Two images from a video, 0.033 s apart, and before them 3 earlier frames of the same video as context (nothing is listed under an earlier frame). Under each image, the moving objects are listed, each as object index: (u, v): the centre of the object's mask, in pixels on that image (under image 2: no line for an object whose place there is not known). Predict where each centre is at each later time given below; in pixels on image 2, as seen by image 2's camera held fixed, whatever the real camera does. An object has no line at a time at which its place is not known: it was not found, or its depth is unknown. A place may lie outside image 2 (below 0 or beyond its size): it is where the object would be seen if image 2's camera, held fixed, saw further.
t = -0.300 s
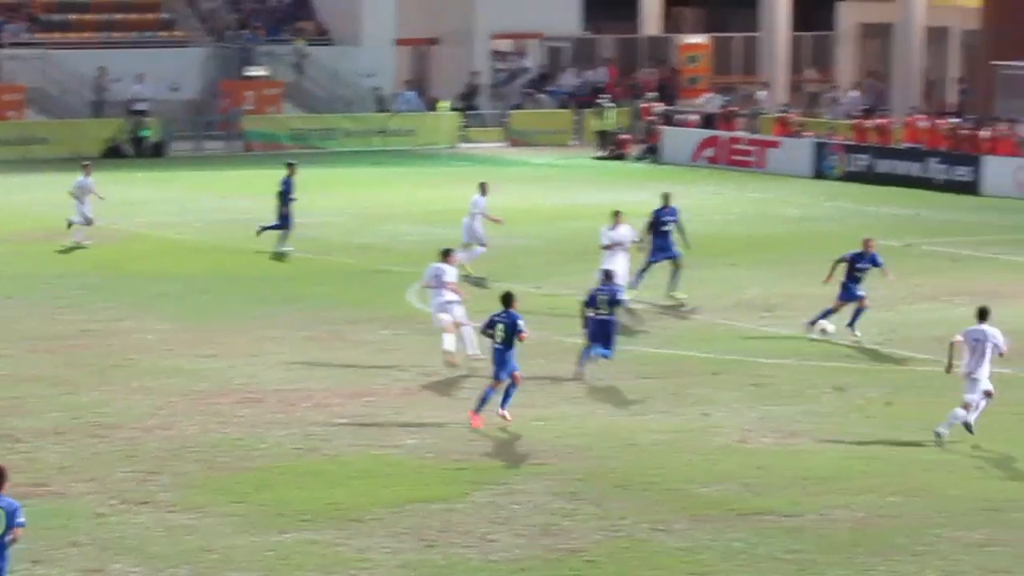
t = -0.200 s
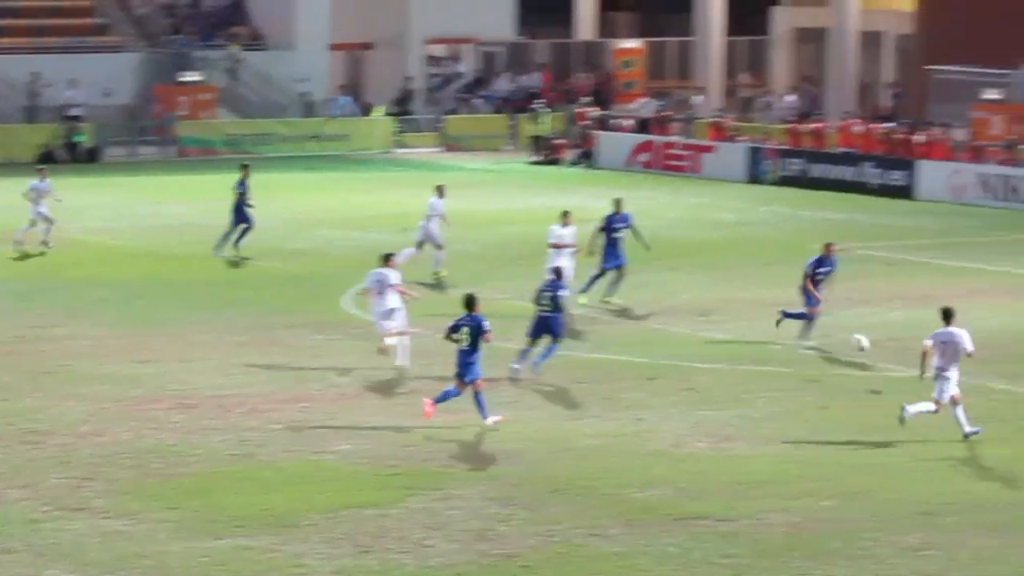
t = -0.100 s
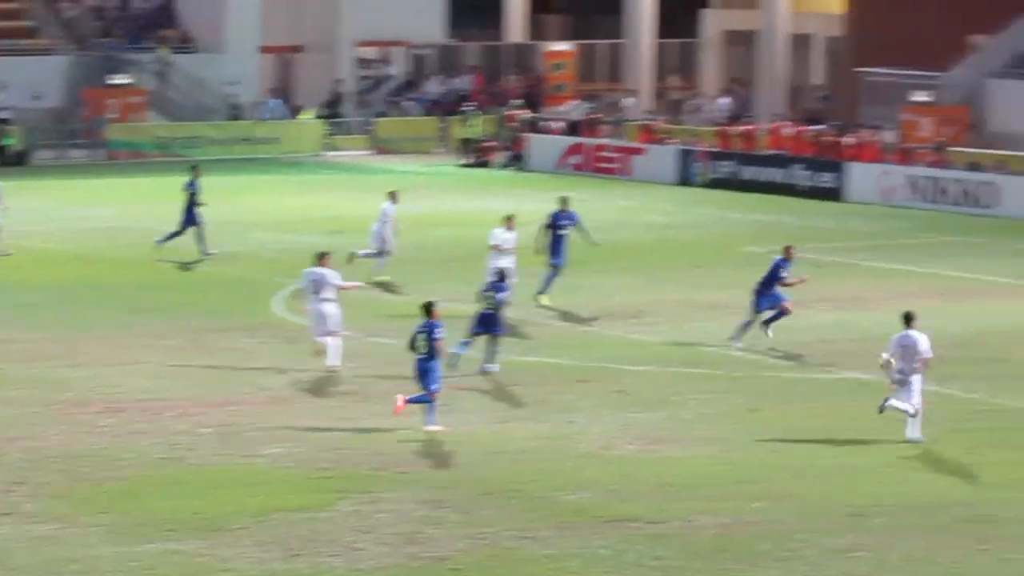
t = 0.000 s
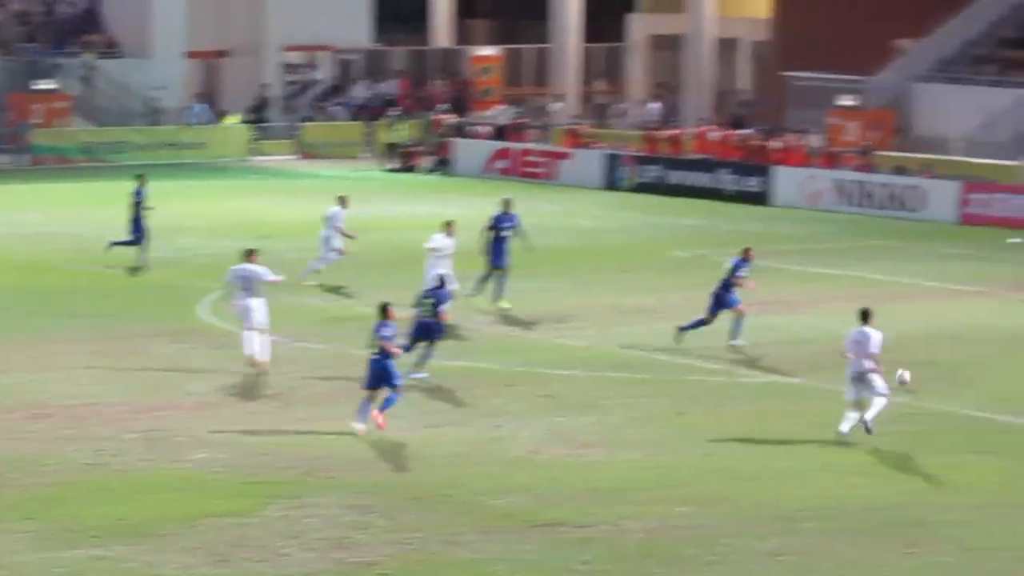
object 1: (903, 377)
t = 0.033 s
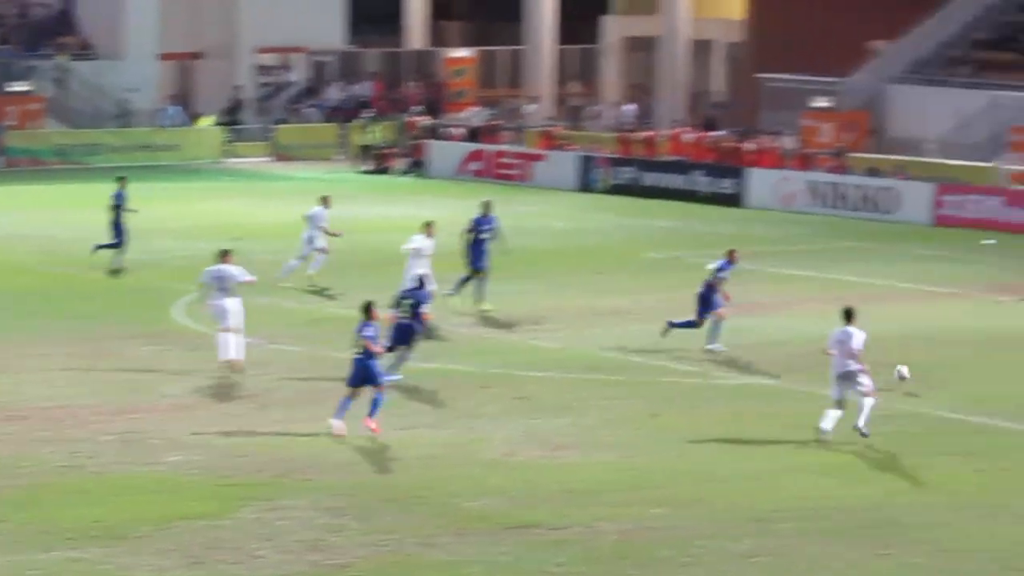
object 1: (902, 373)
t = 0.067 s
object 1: (925, 368)
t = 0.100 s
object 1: (948, 365)
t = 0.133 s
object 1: (972, 362)
